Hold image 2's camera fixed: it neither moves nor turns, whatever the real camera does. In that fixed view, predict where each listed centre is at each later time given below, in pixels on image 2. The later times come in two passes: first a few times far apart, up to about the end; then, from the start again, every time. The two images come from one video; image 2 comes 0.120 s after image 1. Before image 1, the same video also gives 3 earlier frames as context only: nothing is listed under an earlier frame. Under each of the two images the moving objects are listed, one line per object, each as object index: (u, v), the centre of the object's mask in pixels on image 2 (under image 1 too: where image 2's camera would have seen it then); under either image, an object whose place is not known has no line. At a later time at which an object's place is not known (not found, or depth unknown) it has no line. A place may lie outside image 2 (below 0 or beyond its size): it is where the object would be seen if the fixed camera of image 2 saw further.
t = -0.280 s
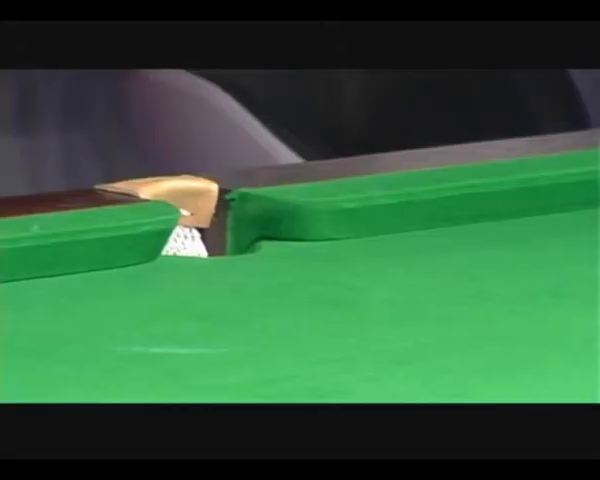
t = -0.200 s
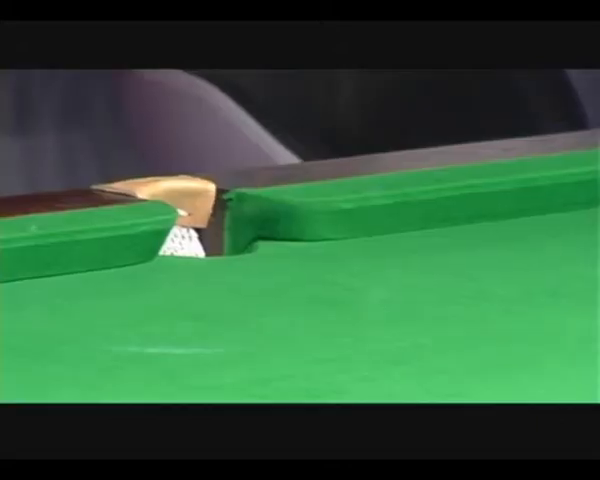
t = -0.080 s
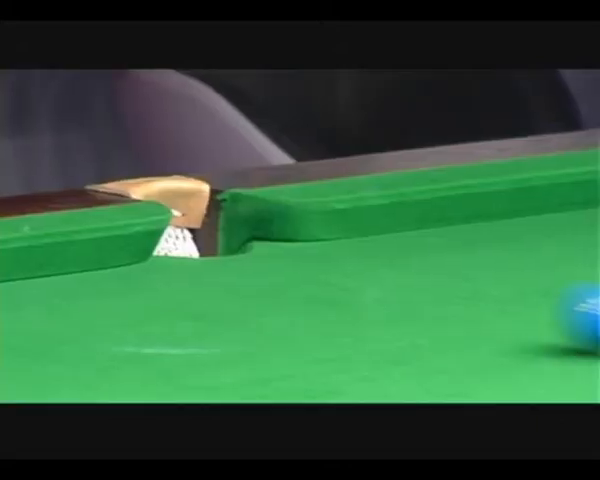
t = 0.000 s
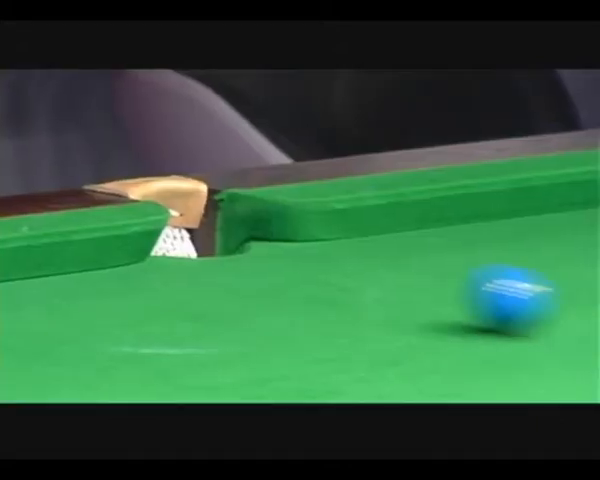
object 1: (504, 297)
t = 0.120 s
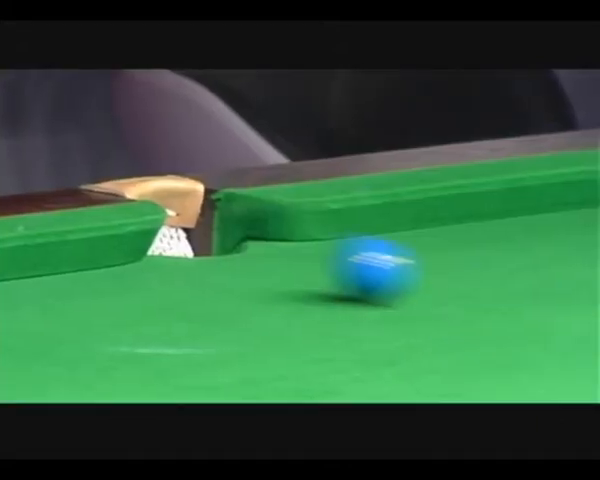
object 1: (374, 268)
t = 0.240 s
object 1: (247, 239)
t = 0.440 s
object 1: (295, 221)
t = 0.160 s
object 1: (330, 258)
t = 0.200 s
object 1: (286, 248)
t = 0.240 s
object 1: (247, 239)
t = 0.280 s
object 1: (210, 228)
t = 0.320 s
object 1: (217, 226)
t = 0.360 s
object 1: (243, 225)
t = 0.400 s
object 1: (276, 223)
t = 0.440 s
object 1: (295, 221)
